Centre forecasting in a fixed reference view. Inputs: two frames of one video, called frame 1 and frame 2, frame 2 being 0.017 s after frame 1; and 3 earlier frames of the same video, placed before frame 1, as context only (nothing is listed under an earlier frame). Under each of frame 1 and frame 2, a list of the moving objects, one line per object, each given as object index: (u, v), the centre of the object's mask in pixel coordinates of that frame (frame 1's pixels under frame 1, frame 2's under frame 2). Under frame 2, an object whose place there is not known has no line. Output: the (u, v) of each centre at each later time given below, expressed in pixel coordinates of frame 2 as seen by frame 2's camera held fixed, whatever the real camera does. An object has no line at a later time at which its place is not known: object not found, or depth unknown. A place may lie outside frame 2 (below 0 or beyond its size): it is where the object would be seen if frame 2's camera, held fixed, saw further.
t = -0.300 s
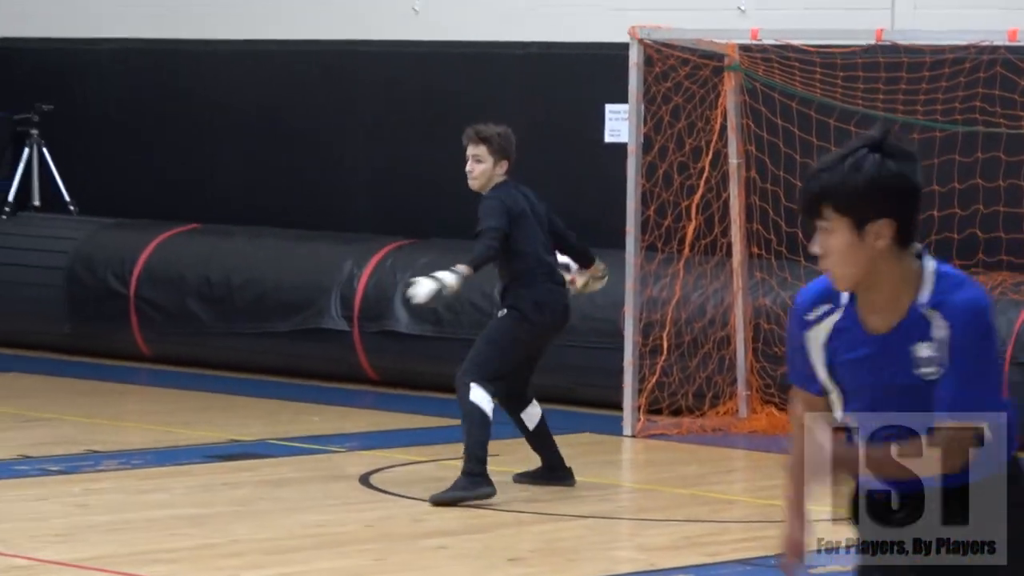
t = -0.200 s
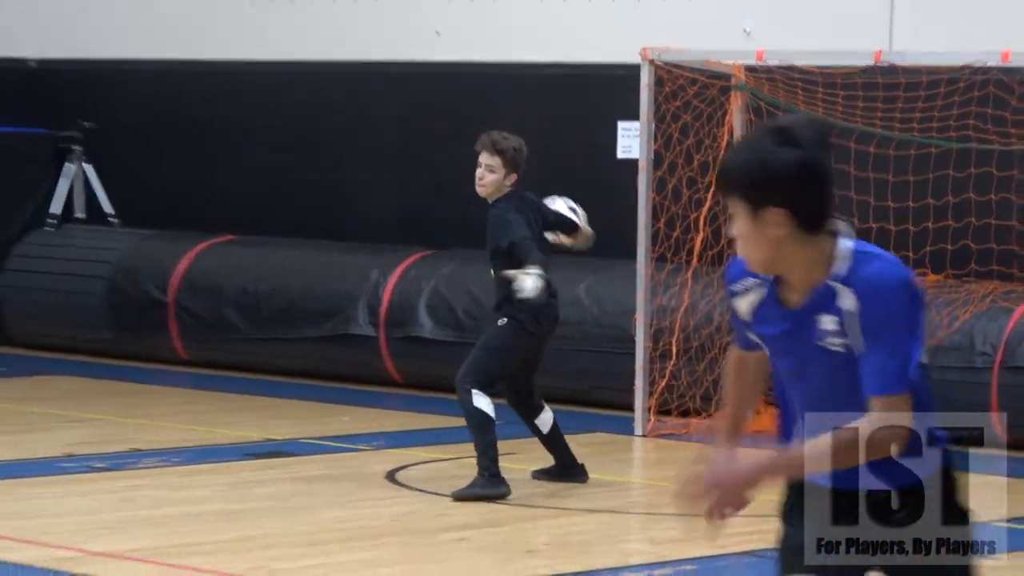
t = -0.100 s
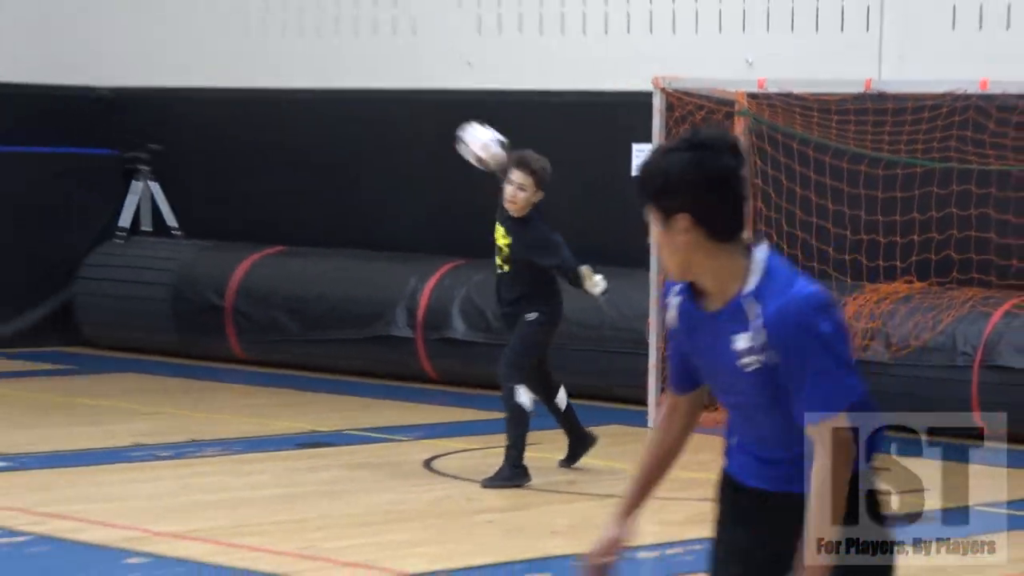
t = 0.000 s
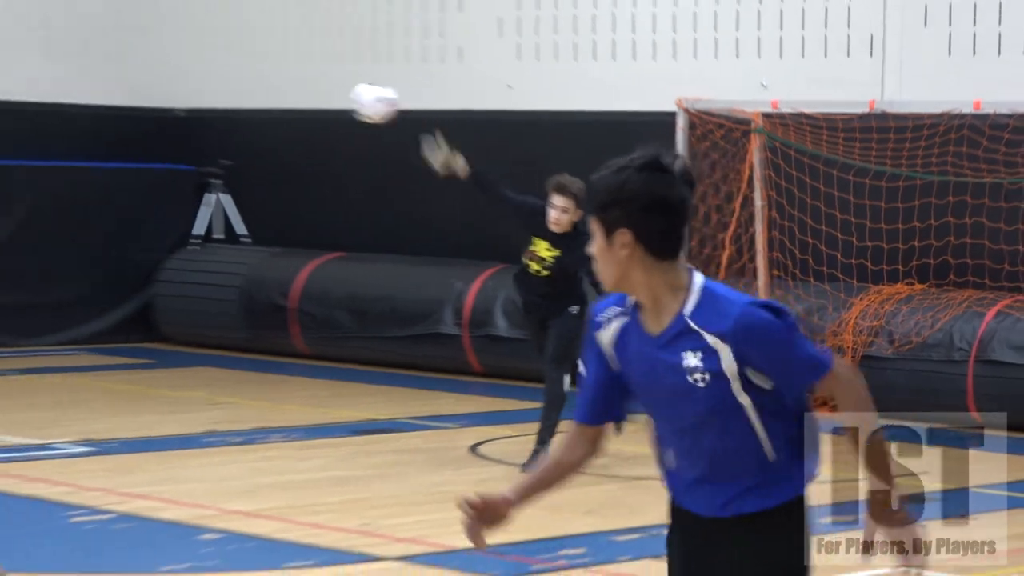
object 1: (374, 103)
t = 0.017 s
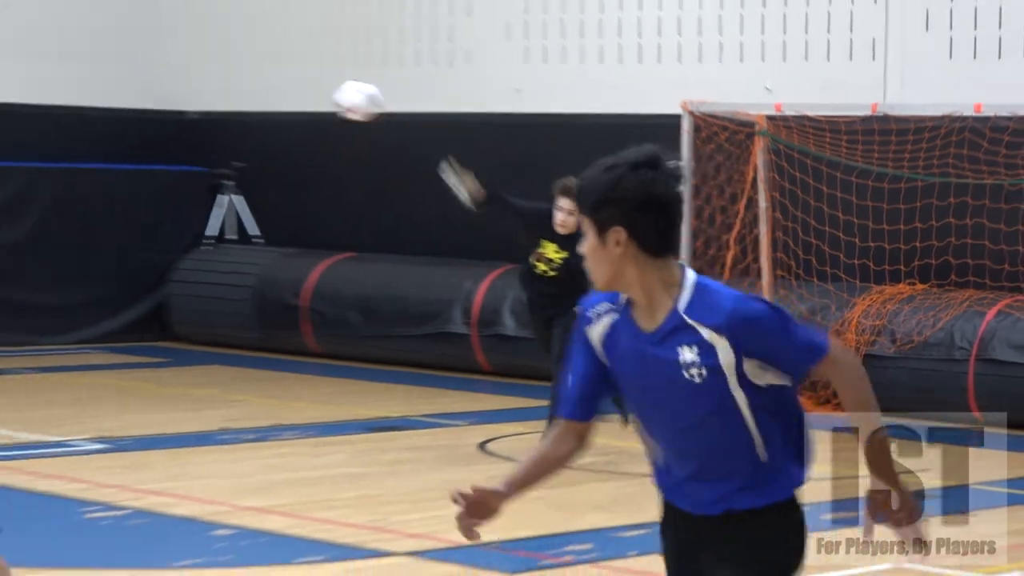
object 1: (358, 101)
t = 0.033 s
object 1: (331, 96)
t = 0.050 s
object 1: (302, 90)
